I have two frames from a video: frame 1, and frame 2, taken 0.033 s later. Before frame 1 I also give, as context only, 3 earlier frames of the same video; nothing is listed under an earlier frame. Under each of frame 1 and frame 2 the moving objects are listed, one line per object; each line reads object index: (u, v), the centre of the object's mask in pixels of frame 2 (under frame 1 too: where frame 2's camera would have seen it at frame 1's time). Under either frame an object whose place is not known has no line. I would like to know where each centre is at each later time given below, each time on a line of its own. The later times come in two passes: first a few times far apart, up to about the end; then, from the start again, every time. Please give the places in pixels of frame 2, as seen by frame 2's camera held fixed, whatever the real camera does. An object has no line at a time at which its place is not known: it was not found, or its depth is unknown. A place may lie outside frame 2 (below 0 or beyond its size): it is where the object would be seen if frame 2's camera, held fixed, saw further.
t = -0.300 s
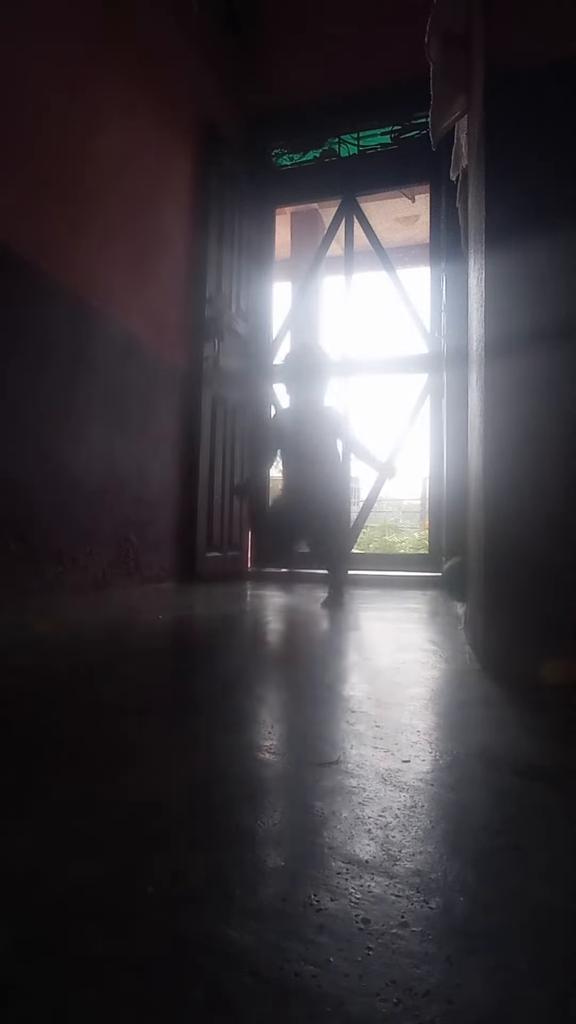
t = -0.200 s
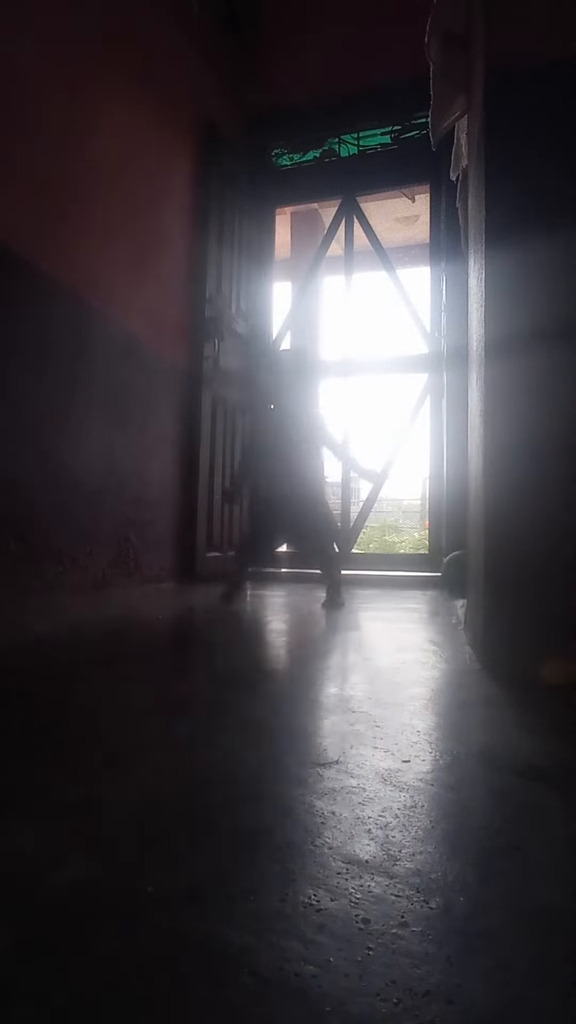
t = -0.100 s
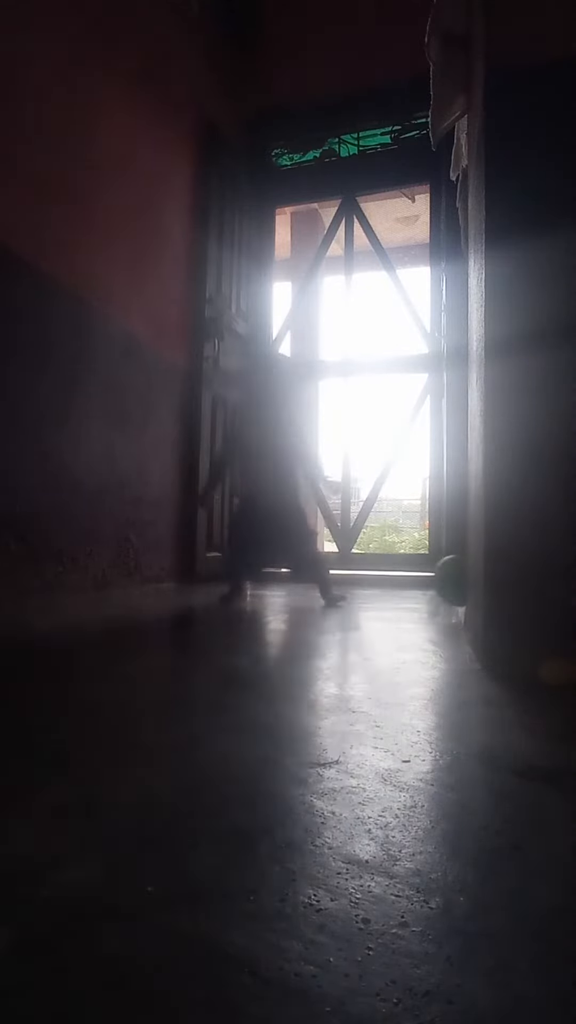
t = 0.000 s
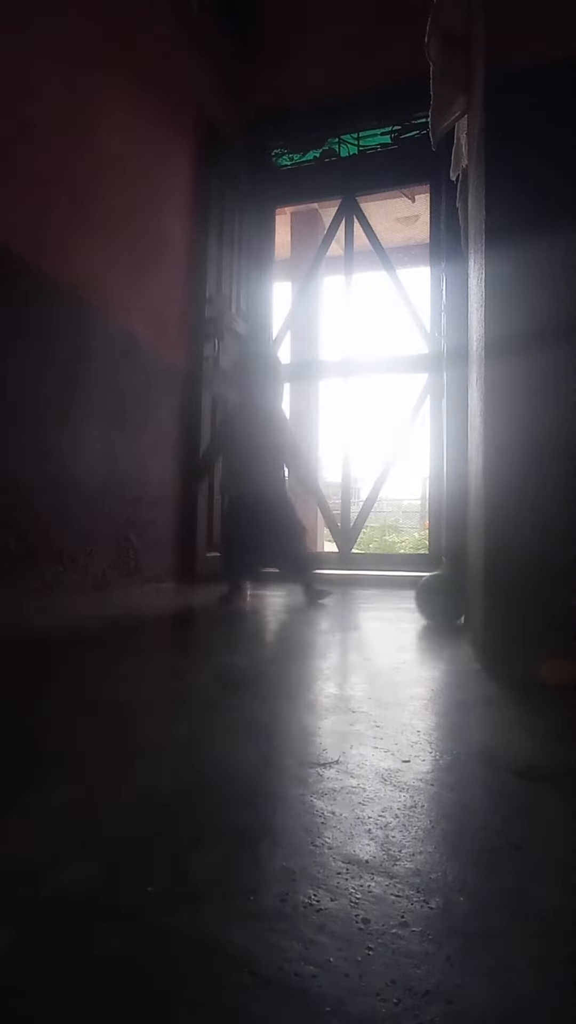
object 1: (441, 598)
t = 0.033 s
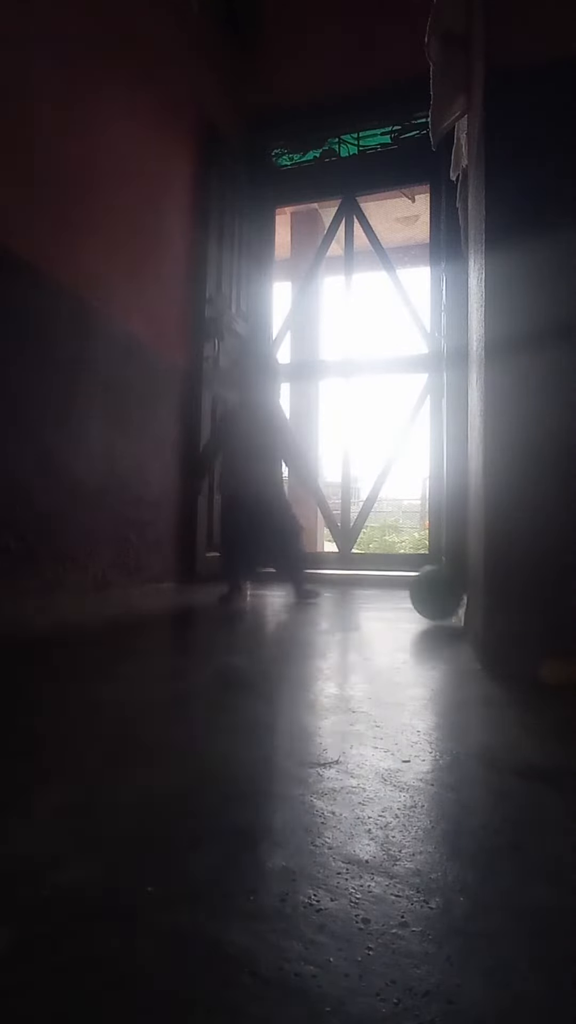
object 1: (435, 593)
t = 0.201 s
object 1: (408, 595)
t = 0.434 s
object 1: (361, 604)
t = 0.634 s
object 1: (306, 608)
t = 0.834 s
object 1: (243, 612)
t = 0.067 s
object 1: (430, 589)
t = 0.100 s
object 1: (426, 590)
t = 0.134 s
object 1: (420, 597)
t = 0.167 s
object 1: (414, 599)
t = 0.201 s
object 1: (408, 595)
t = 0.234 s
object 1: (402, 597)
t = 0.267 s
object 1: (396, 602)
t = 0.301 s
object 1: (389, 601)
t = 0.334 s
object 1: (383, 600)
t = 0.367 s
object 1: (375, 604)
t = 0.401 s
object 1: (368, 603)
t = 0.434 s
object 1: (361, 604)
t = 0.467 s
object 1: (352, 606)
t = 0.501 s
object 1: (344, 606)
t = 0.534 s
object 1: (335, 608)
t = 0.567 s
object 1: (325, 608)
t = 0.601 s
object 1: (316, 609)
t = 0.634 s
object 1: (306, 608)
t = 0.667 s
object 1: (295, 609)
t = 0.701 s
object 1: (286, 610)
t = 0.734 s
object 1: (277, 612)
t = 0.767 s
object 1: (266, 613)
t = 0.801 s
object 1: (256, 613)
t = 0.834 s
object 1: (243, 612)
